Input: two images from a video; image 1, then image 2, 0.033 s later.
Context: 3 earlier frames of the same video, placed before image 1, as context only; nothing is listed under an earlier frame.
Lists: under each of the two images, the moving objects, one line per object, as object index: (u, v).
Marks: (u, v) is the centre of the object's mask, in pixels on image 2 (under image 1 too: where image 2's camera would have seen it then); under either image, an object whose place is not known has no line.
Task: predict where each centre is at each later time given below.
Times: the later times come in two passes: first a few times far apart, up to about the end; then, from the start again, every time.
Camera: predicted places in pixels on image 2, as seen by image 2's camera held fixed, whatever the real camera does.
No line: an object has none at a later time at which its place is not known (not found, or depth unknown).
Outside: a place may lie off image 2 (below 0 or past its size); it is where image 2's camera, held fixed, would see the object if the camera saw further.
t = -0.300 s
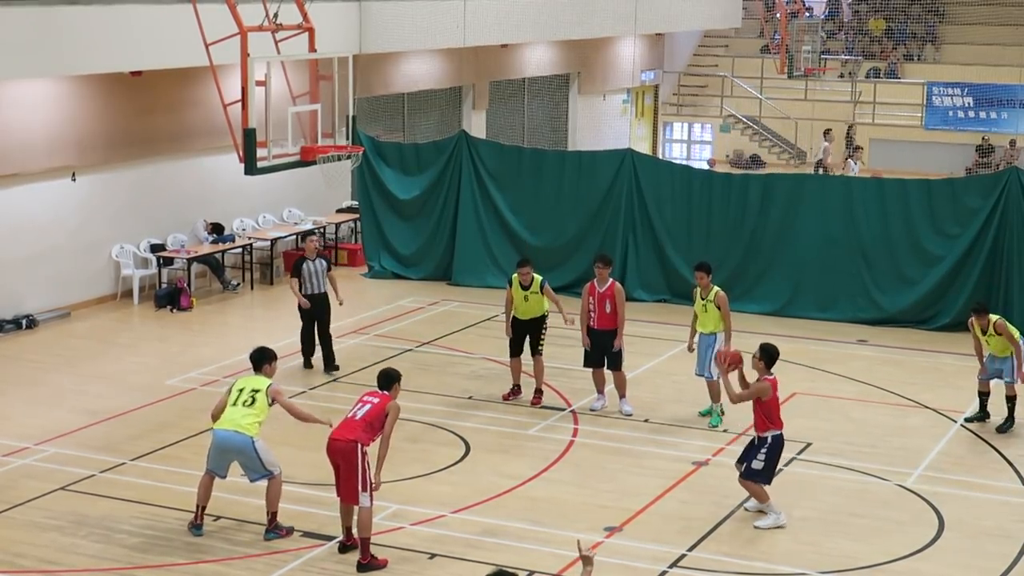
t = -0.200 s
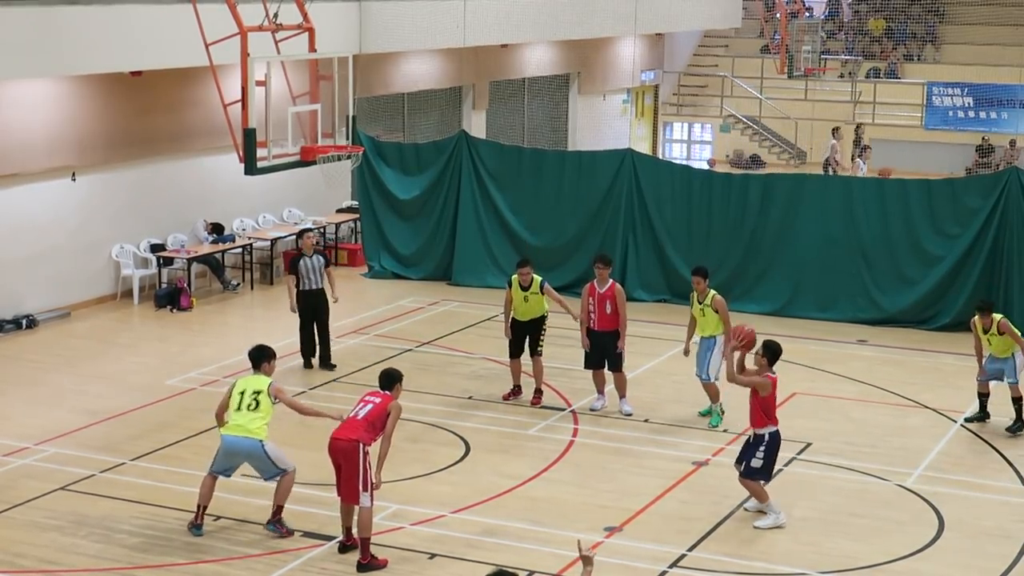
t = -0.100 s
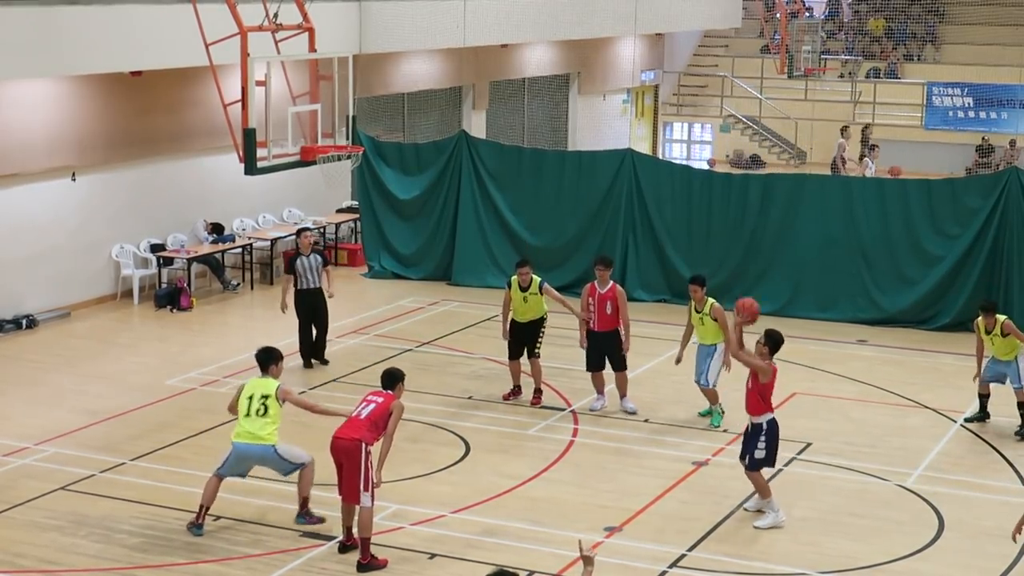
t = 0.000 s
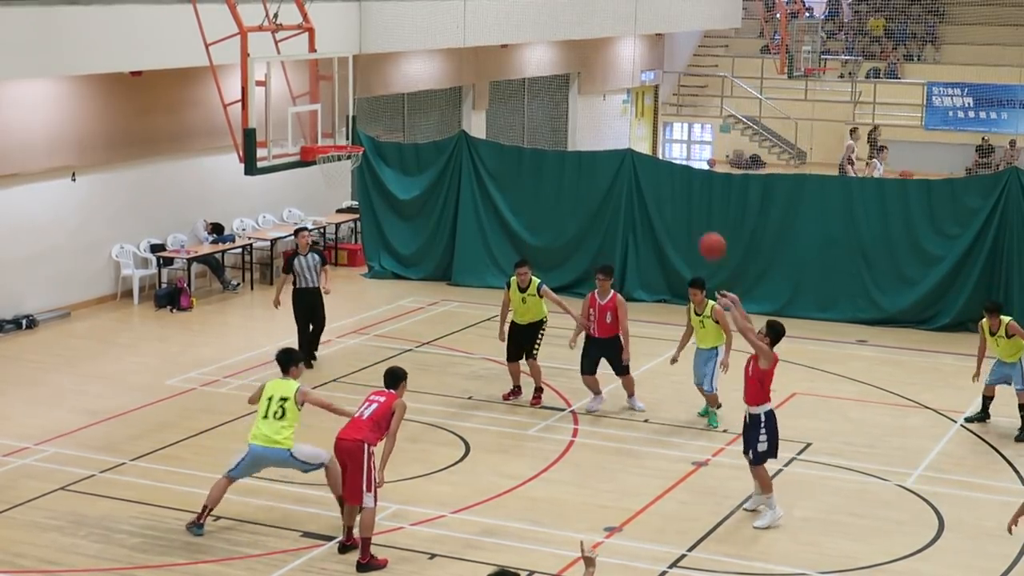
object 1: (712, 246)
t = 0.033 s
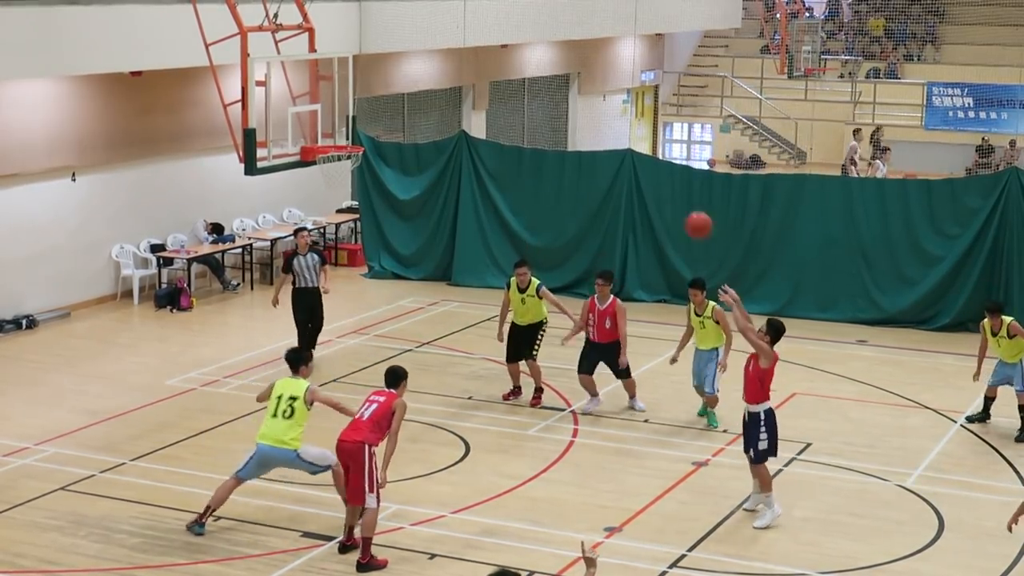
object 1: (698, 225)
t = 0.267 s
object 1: (603, 112)
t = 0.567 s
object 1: (486, 56)
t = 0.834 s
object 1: (390, 86)
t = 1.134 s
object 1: (350, 137)
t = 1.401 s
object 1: (394, 185)
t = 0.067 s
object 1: (684, 205)
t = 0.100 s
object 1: (671, 186)
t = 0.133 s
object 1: (656, 169)
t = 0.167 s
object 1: (643, 154)
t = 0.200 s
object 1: (629, 139)
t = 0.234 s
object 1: (616, 124)
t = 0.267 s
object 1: (603, 112)
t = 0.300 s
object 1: (590, 101)
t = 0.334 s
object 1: (576, 91)
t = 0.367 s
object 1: (564, 83)
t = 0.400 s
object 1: (551, 75)
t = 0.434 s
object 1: (538, 69)
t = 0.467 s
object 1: (524, 64)
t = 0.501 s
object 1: (511, 61)
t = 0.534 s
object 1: (499, 57)
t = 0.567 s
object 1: (486, 56)
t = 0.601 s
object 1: (474, 56)
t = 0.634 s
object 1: (462, 57)
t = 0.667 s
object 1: (449, 59)
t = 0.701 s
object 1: (438, 62)
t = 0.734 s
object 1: (425, 66)
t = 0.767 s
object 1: (413, 72)
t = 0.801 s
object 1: (401, 78)
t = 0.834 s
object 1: (390, 86)
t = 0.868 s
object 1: (377, 95)
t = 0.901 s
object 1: (367, 104)
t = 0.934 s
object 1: (355, 115)
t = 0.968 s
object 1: (343, 126)
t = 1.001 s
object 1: (333, 138)
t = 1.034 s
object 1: (335, 138)
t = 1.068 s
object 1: (339, 137)
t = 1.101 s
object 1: (345, 137)
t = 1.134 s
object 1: (350, 137)
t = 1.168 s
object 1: (355, 138)
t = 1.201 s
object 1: (362, 142)
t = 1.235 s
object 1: (367, 145)
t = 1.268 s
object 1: (372, 151)
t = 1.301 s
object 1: (378, 157)
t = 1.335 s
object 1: (383, 166)
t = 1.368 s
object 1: (389, 174)
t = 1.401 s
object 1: (394, 185)
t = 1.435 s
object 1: (401, 197)
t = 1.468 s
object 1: (407, 210)
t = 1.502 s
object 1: (413, 225)
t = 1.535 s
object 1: (419, 241)
